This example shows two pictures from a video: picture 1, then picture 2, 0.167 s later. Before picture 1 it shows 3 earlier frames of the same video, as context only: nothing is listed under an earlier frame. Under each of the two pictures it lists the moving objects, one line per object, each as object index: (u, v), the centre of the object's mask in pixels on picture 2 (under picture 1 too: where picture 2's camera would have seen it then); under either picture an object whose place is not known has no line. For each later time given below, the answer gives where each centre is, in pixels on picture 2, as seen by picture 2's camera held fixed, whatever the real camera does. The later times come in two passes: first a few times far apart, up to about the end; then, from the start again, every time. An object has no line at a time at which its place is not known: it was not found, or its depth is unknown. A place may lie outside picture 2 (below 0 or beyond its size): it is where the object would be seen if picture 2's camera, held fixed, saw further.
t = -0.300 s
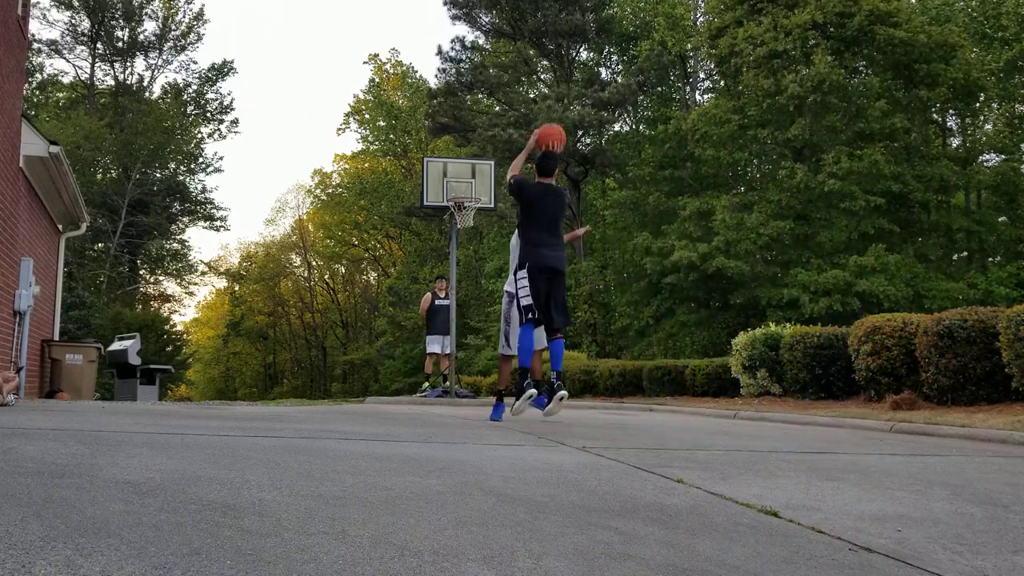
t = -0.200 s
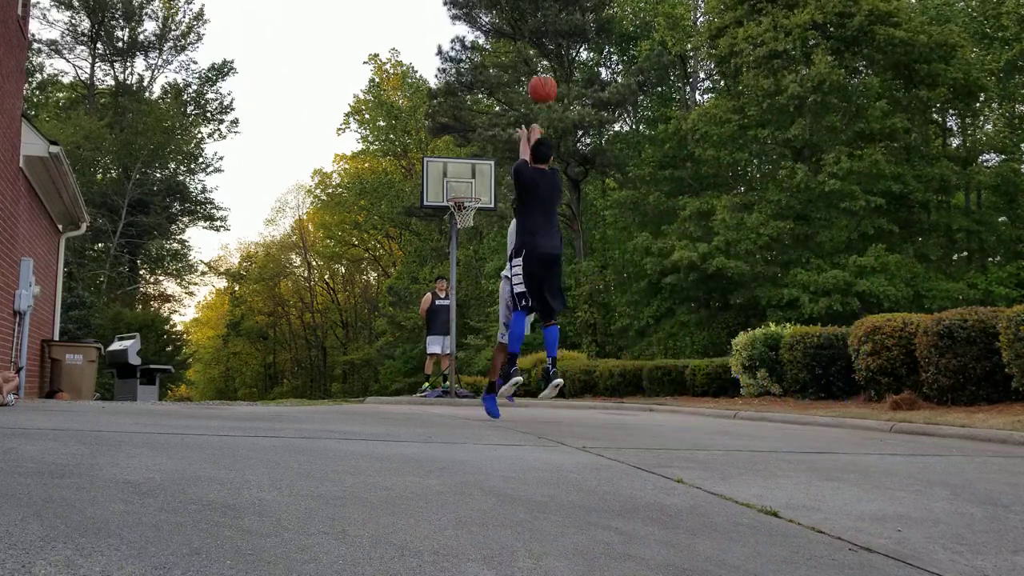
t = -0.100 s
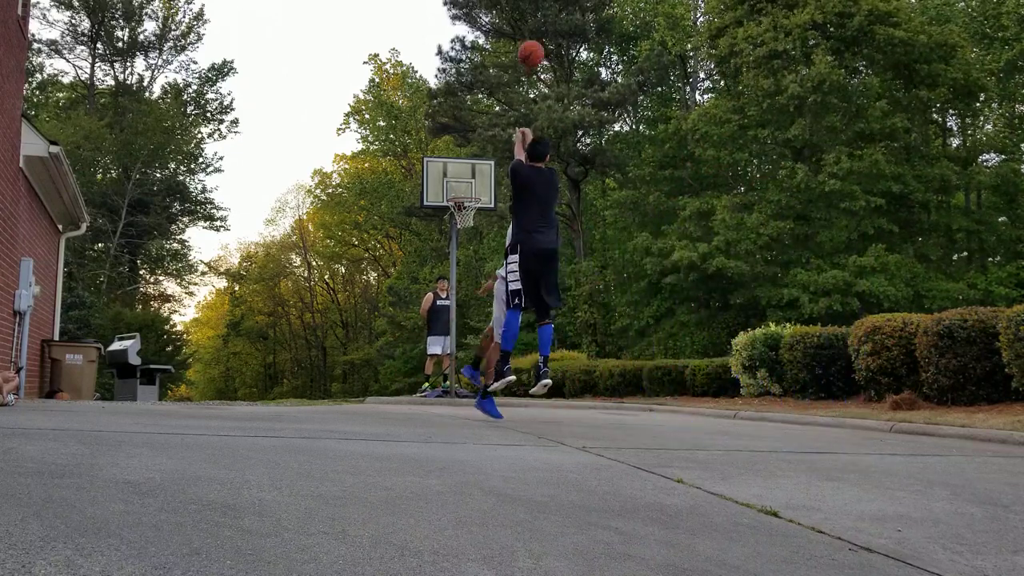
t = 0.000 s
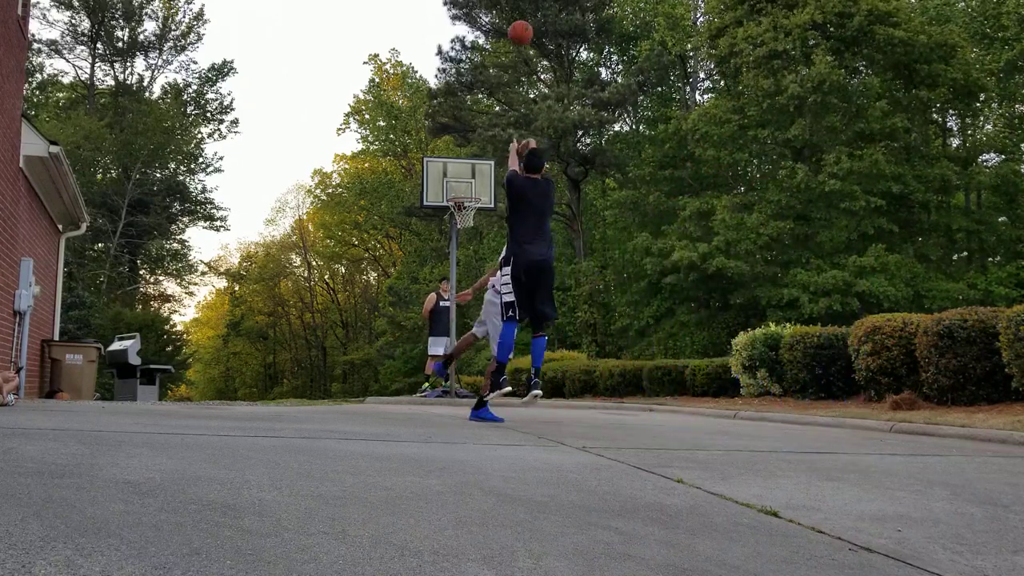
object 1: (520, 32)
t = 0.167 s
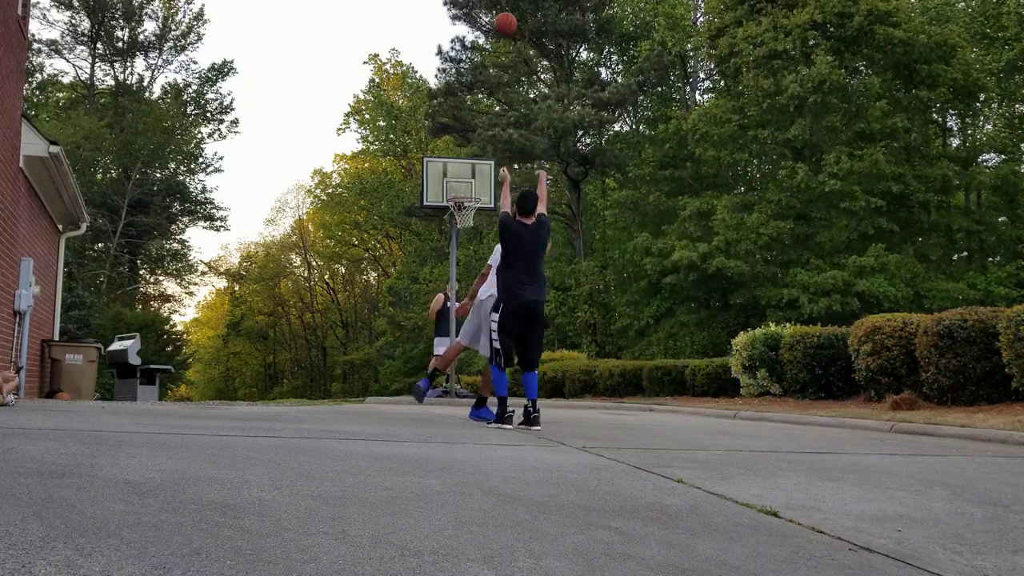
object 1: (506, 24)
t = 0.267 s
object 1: (499, 29)
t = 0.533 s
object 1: (482, 80)
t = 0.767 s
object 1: (470, 153)
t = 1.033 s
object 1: (462, 150)
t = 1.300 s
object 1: (455, 100)
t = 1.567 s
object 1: (447, 95)
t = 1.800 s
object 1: (438, 137)
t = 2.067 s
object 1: (425, 253)
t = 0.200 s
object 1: (503, 25)
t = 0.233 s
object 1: (501, 27)
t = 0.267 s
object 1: (499, 29)
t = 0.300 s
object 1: (496, 33)
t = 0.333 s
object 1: (494, 38)
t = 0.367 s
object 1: (492, 43)
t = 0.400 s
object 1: (490, 49)
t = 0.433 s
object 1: (487, 55)
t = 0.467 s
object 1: (485, 63)
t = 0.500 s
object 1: (483, 72)
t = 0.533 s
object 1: (482, 80)
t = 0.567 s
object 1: (480, 88)
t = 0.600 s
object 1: (478, 98)
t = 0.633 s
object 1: (476, 109)
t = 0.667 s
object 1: (475, 119)
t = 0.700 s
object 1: (474, 130)
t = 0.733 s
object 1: (472, 142)
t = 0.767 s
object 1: (470, 153)
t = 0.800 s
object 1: (468, 166)
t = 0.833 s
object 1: (467, 178)
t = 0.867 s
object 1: (465, 191)
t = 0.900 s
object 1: (464, 191)
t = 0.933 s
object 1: (464, 180)
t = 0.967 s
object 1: (464, 170)
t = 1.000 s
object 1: (463, 160)
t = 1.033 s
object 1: (462, 150)
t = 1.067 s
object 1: (461, 143)
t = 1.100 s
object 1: (461, 134)
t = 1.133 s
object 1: (459, 127)
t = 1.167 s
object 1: (459, 120)
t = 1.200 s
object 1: (458, 114)
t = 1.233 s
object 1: (457, 108)
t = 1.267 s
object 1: (456, 104)
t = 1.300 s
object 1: (455, 100)
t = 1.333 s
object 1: (454, 97)
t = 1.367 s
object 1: (454, 95)
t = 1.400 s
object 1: (452, 93)
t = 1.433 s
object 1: (452, 92)
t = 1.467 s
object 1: (451, 92)
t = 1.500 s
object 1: (449, 92)
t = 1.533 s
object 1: (448, 94)
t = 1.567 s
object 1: (447, 95)
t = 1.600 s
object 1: (446, 98)
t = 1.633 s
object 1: (445, 102)
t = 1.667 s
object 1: (444, 107)
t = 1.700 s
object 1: (443, 113)
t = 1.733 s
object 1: (441, 120)
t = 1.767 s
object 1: (440, 128)
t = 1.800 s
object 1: (438, 137)
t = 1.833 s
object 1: (437, 147)
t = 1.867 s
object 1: (435, 159)
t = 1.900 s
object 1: (434, 171)
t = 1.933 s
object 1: (432, 185)
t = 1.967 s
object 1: (430, 201)
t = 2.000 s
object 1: (429, 216)
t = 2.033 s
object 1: (427, 234)
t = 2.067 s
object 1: (425, 253)
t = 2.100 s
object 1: (424, 274)
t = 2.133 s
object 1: (421, 296)
